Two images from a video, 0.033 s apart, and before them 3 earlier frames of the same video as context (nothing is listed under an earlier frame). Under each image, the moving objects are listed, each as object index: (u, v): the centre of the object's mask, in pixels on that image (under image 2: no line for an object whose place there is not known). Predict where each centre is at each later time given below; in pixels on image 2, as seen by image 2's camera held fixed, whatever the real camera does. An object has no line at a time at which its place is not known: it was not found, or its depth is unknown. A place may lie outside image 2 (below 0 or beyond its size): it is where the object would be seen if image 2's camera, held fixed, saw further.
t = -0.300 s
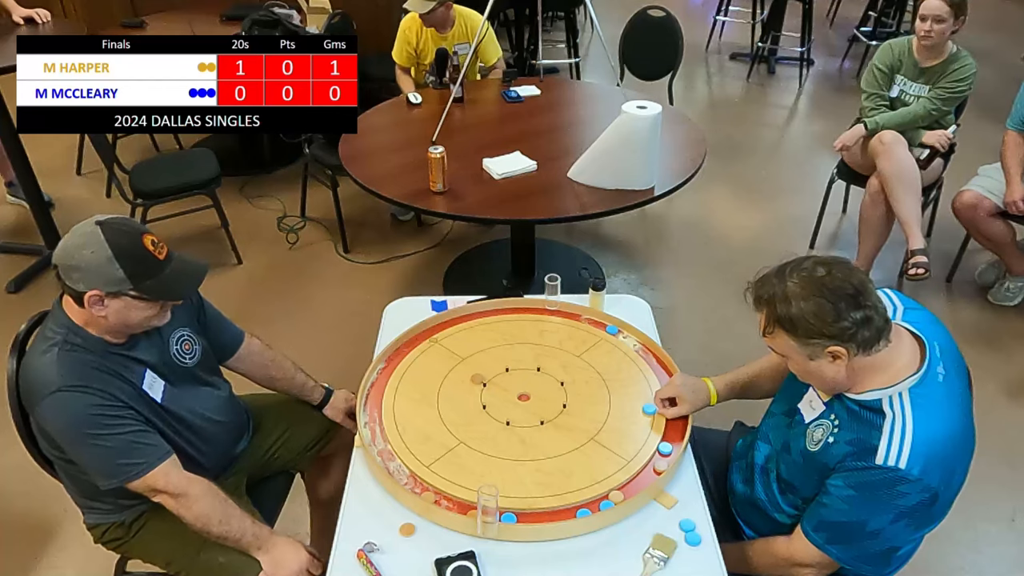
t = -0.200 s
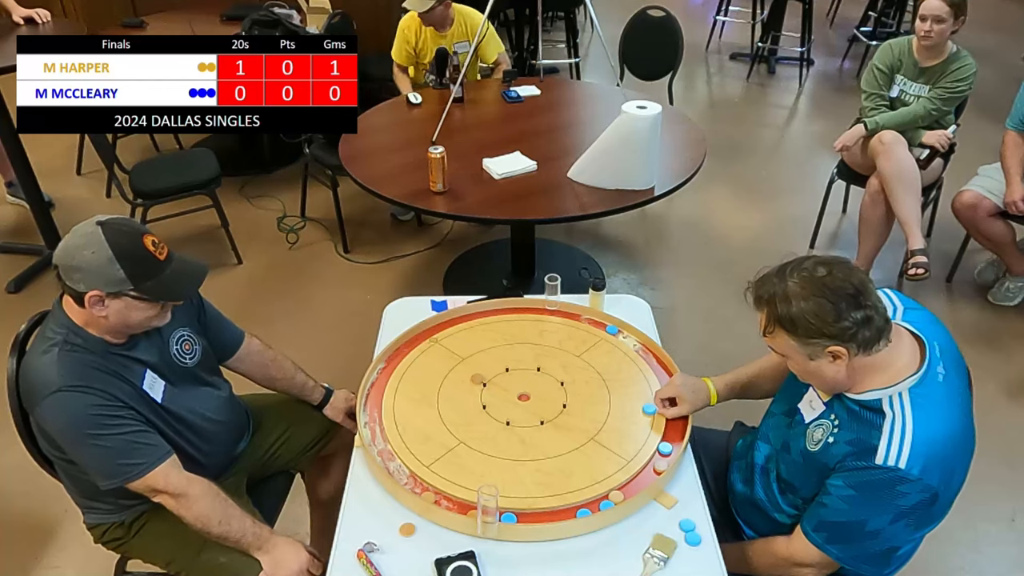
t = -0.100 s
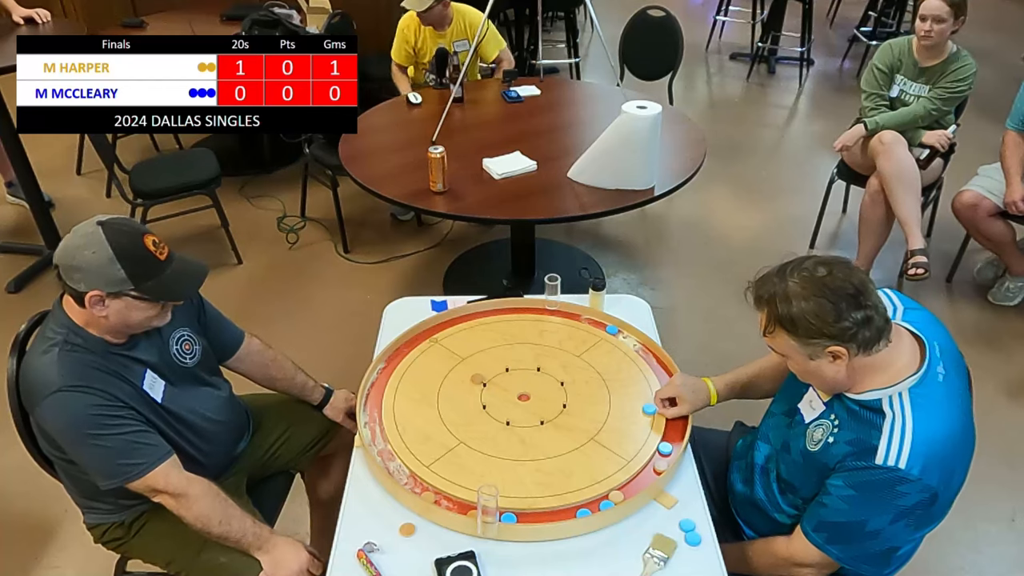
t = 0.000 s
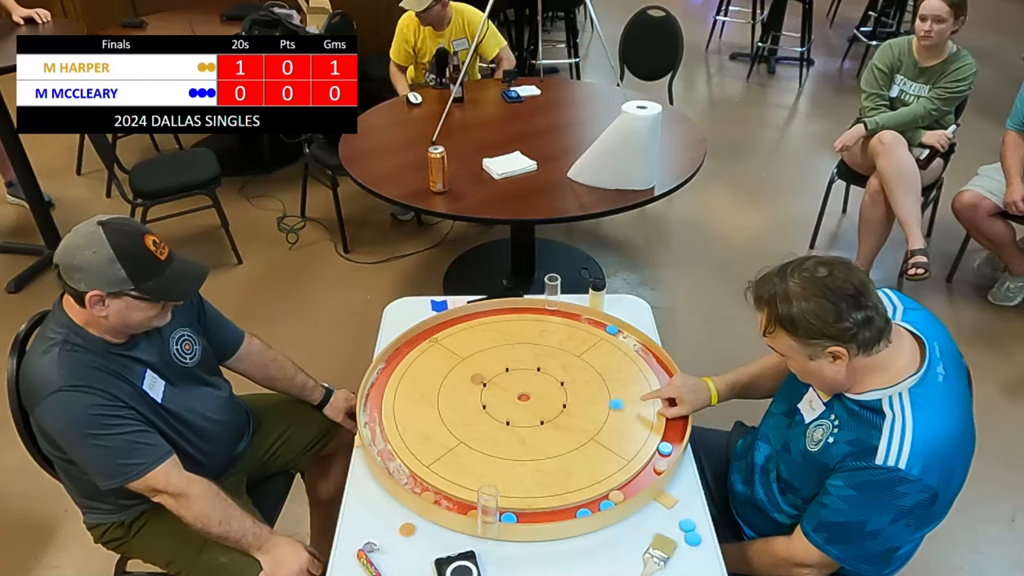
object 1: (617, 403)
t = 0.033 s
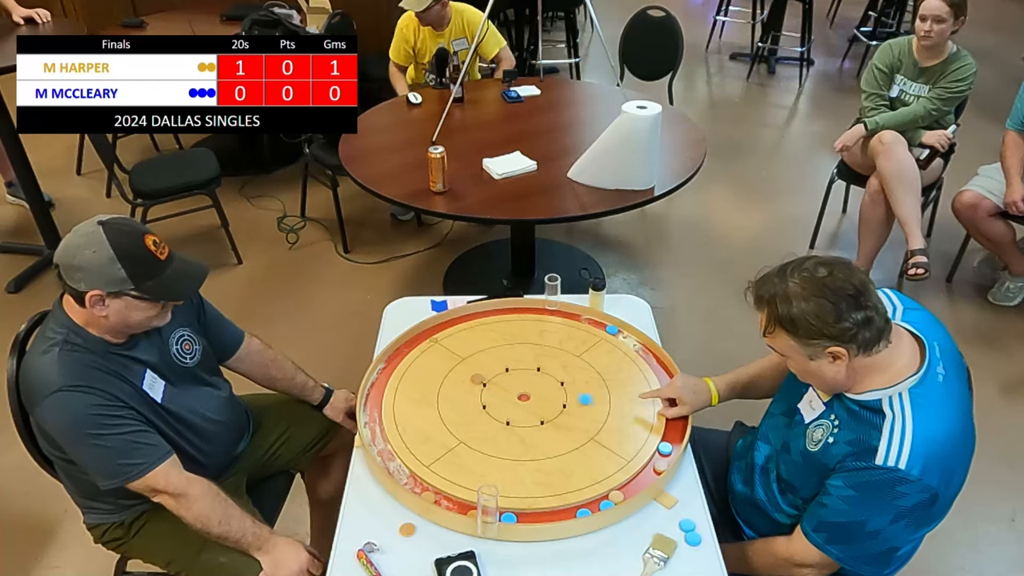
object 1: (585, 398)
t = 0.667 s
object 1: (443, 422)
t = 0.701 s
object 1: (435, 428)
